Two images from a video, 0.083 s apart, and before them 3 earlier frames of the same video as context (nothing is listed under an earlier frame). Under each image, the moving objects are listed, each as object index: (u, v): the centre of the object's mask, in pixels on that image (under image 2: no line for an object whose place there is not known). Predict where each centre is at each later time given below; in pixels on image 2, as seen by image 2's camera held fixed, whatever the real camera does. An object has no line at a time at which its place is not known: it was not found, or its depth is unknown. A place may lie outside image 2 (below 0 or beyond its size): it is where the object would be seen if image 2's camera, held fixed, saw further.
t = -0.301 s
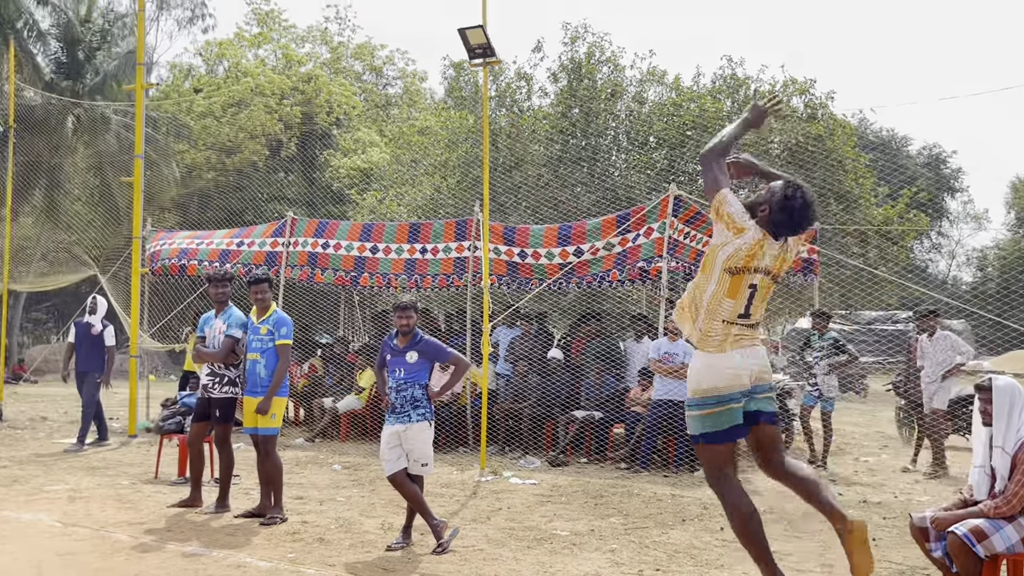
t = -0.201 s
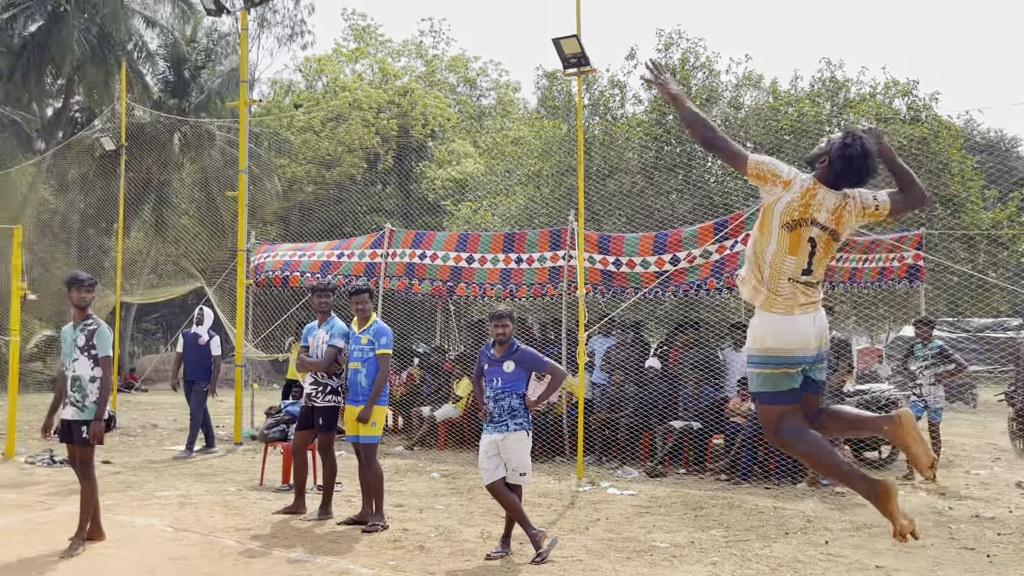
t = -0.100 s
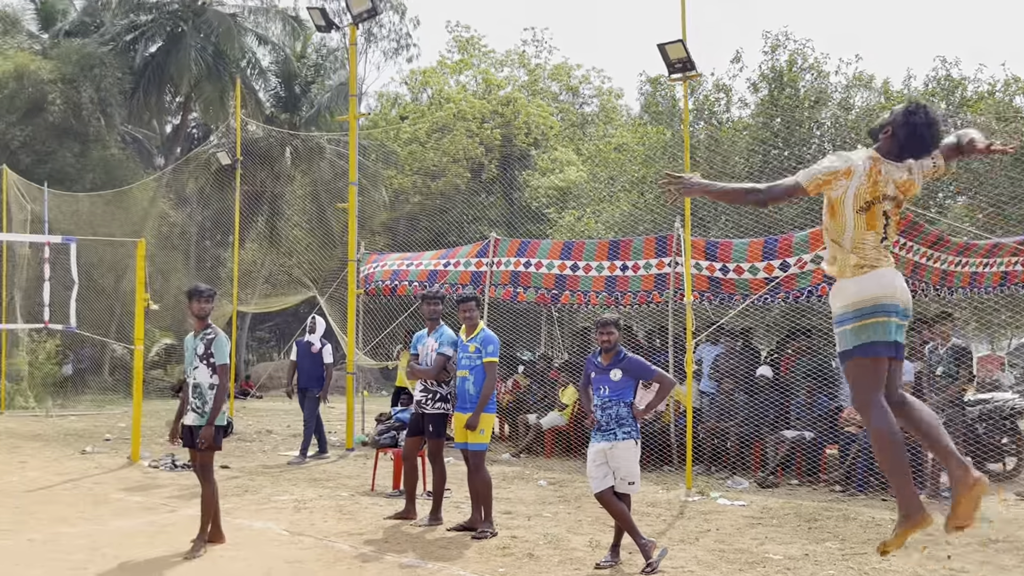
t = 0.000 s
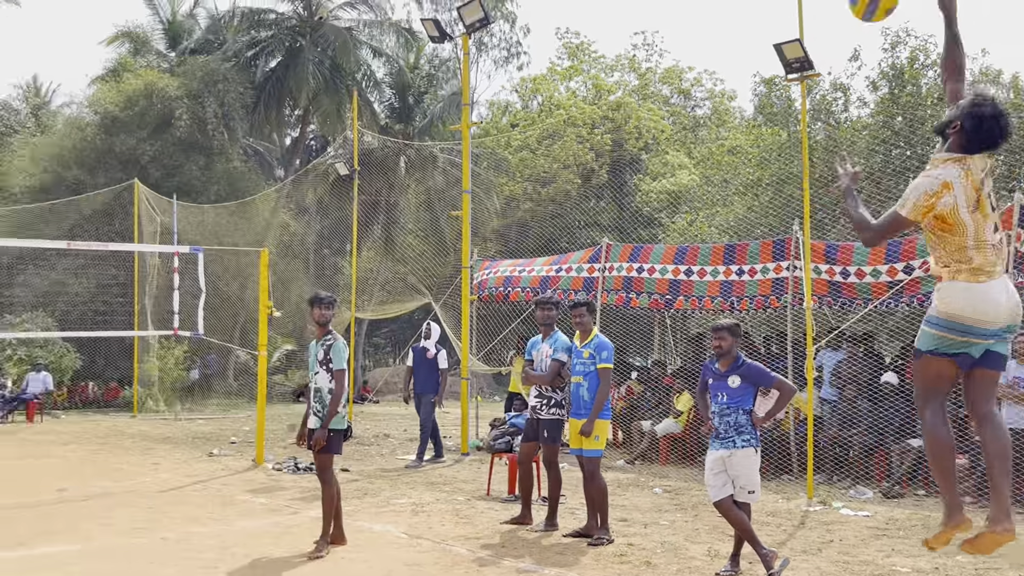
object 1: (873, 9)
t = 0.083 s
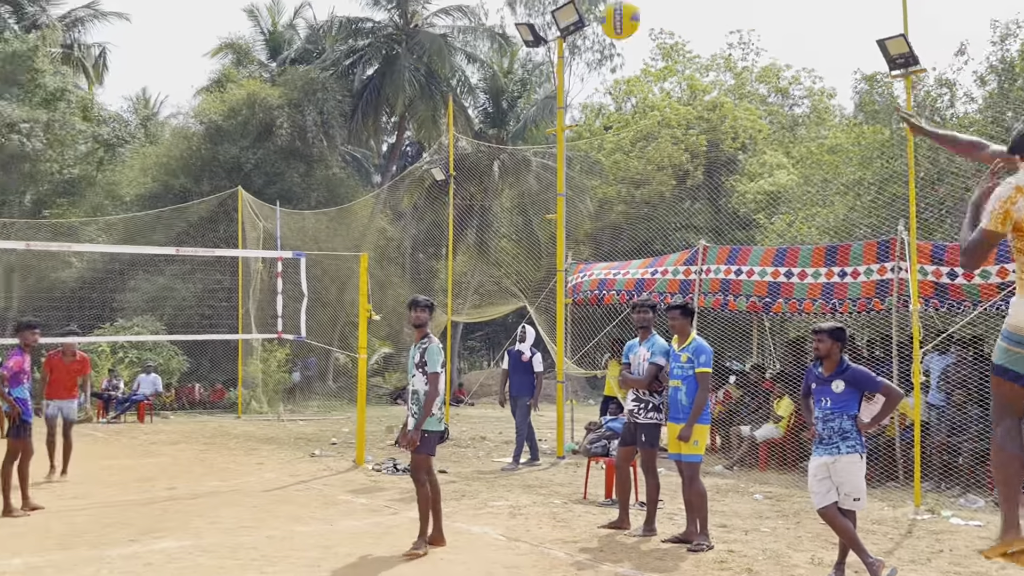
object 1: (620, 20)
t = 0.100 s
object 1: (565, 25)
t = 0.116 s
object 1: (516, 34)
